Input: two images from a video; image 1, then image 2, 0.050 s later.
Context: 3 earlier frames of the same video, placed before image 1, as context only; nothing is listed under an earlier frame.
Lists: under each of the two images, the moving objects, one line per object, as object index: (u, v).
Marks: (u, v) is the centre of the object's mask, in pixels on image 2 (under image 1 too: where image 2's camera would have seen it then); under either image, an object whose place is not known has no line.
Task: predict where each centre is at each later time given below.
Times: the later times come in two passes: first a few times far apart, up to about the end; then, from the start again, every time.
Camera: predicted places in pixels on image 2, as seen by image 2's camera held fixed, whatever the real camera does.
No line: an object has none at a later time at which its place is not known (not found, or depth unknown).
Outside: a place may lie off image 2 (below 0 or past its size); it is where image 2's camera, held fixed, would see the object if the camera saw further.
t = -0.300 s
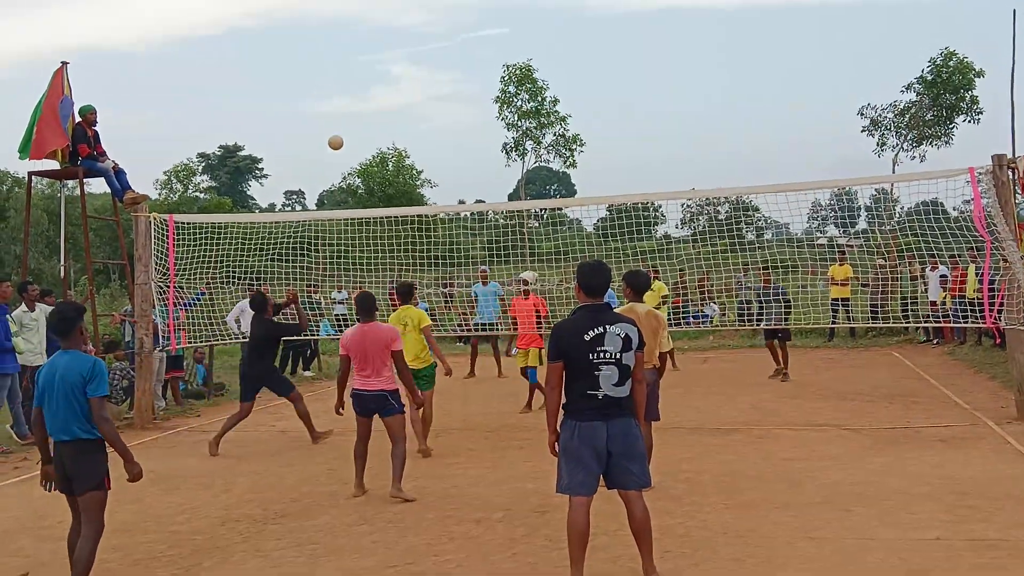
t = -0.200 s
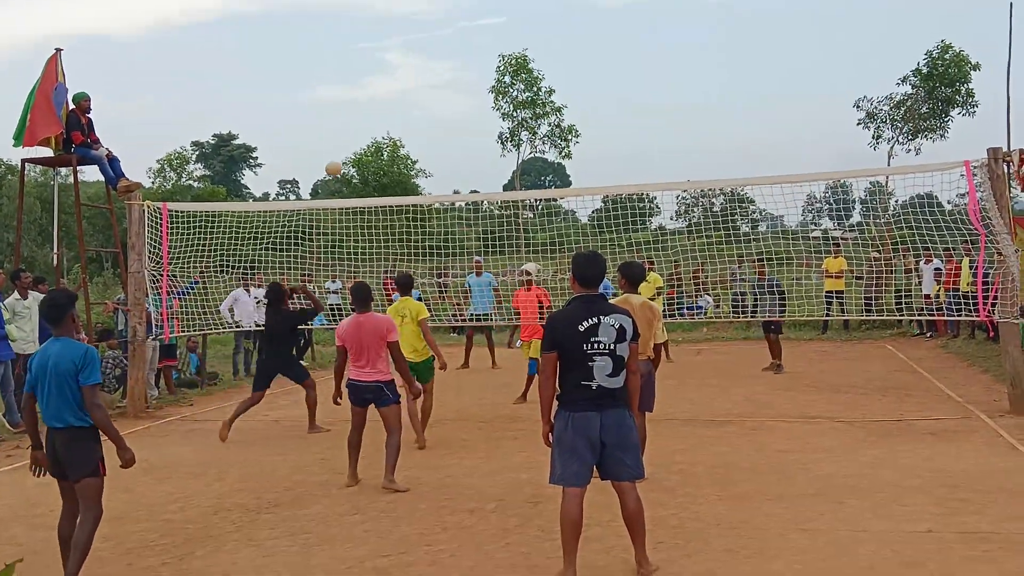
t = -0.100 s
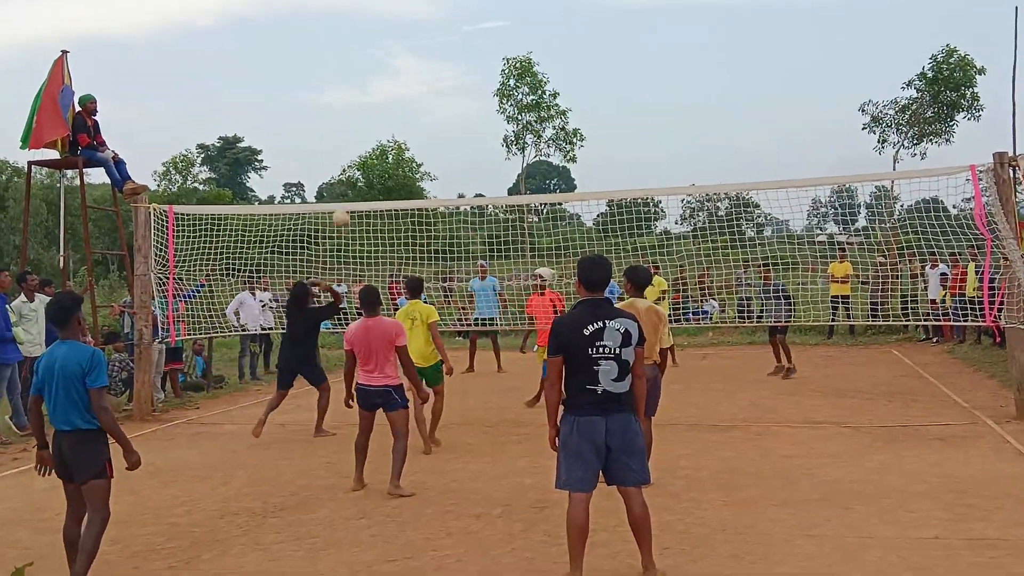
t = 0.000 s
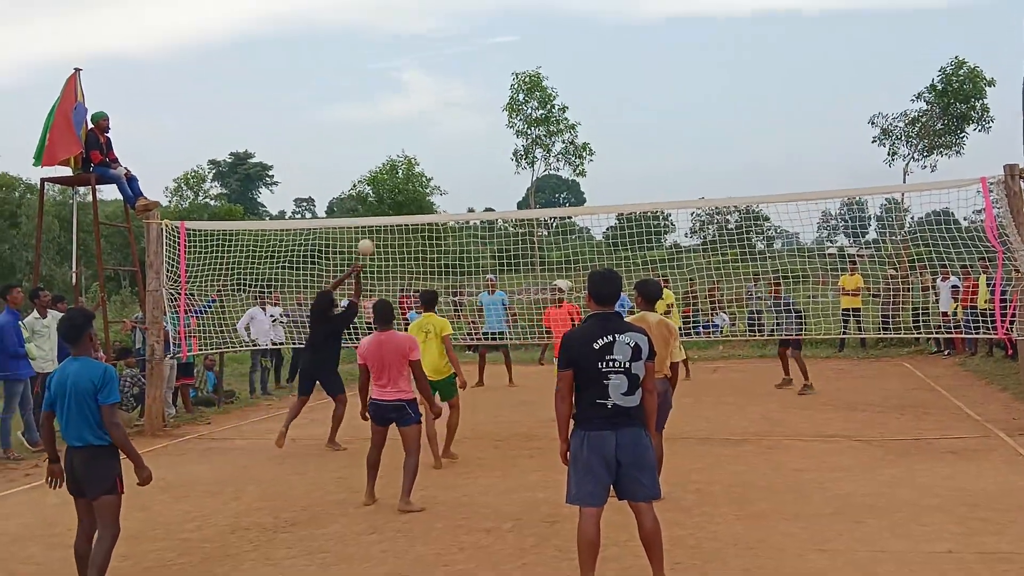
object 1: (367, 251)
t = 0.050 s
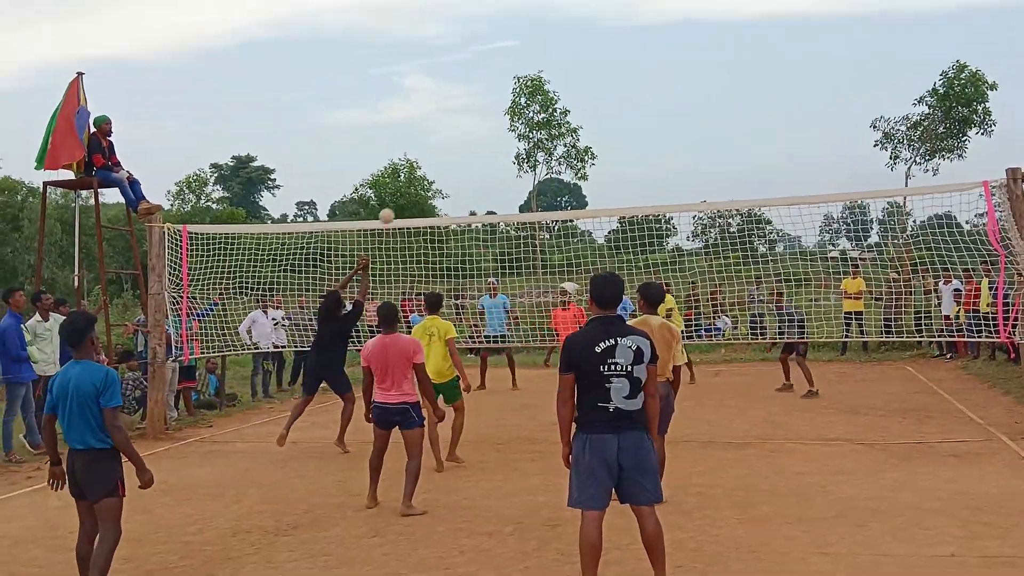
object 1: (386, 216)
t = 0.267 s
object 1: (463, 105)
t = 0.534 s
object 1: (549, 38)
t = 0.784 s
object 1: (624, 35)
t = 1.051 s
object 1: (697, 88)
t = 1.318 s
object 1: (764, 189)
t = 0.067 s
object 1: (392, 206)
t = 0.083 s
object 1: (399, 196)
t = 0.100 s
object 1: (405, 186)
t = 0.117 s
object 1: (410, 177)
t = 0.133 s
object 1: (417, 167)
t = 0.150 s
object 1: (423, 159)
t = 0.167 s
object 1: (429, 150)
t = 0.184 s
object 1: (435, 142)
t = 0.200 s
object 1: (440, 134)
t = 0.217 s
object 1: (446, 126)
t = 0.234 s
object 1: (451, 119)
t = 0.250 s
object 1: (457, 112)
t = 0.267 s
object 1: (463, 105)
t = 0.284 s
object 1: (468, 99)
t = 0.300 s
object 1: (474, 93)
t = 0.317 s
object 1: (479, 87)
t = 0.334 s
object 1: (485, 81)
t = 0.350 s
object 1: (491, 76)
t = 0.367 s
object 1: (496, 71)
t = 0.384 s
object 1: (502, 67)
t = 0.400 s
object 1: (507, 62)
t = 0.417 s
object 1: (513, 58)
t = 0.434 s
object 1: (518, 55)
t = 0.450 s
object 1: (523, 51)
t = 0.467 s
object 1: (528, 48)
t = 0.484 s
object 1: (534, 45)
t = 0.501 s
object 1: (539, 42)
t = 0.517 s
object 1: (544, 40)
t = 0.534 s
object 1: (549, 38)
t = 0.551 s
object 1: (555, 36)
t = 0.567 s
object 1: (560, 34)
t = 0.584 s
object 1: (566, 33)
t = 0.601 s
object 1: (571, 31)
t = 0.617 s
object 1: (576, 31)
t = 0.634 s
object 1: (581, 30)
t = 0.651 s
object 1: (585, 30)
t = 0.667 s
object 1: (590, 30)
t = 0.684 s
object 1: (595, 30)
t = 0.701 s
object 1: (600, 30)
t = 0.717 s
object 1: (605, 30)
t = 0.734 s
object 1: (610, 31)
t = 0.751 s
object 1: (614, 32)
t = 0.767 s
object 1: (619, 33)
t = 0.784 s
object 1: (624, 35)
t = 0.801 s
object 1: (629, 36)
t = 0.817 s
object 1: (634, 38)
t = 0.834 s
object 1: (638, 41)
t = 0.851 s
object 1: (643, 43)
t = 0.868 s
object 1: (647, 45)
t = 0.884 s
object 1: (652, 48)
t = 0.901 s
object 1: (657, 51)
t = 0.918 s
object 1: (661, 54)
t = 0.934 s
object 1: (665, 58)
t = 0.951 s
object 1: (670, 61)
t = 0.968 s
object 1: (675, 65)
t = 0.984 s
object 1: (680, 69)
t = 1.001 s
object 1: (684, 74)
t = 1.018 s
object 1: (689, 78)
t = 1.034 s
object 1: (693, 83)
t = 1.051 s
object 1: (697, 88)
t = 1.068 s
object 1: (701, 93)
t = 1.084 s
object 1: (705, 98)
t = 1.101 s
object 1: (710, 104)
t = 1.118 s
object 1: (714, 109)
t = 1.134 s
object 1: (718, 115)
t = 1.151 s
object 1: (722, 121)
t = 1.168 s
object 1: (727, 127)
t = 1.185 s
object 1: (731, 133)
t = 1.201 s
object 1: (735, 140)
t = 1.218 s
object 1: (739, 146)
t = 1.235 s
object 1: (743, 153)
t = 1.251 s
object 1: (748, 160)
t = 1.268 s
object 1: (752, 167)
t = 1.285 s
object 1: (756, 174)
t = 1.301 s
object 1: (760, 182)
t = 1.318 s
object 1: (764, 189)
